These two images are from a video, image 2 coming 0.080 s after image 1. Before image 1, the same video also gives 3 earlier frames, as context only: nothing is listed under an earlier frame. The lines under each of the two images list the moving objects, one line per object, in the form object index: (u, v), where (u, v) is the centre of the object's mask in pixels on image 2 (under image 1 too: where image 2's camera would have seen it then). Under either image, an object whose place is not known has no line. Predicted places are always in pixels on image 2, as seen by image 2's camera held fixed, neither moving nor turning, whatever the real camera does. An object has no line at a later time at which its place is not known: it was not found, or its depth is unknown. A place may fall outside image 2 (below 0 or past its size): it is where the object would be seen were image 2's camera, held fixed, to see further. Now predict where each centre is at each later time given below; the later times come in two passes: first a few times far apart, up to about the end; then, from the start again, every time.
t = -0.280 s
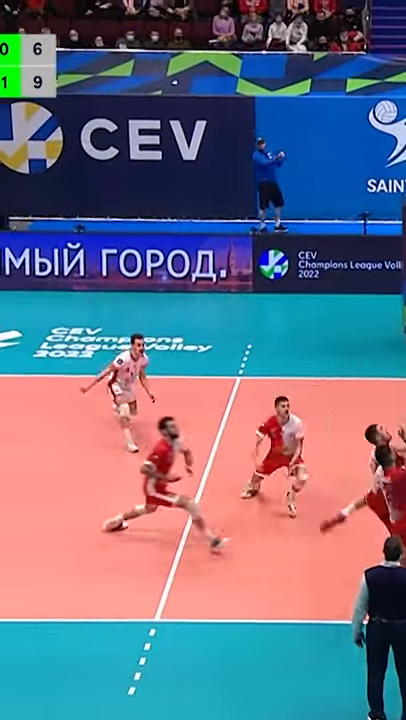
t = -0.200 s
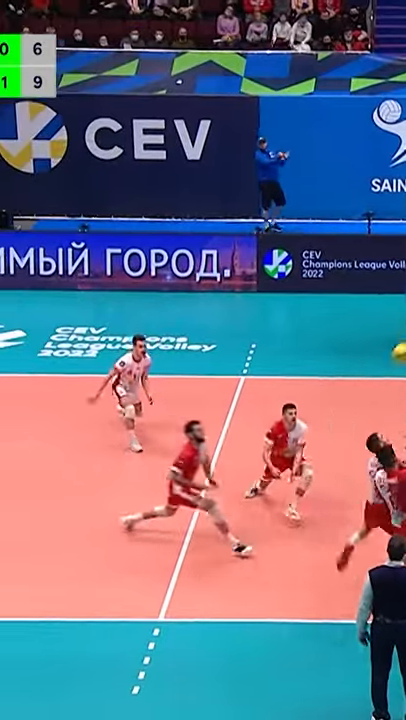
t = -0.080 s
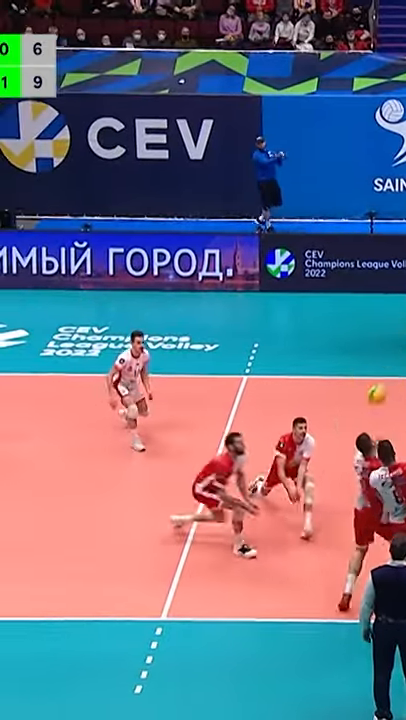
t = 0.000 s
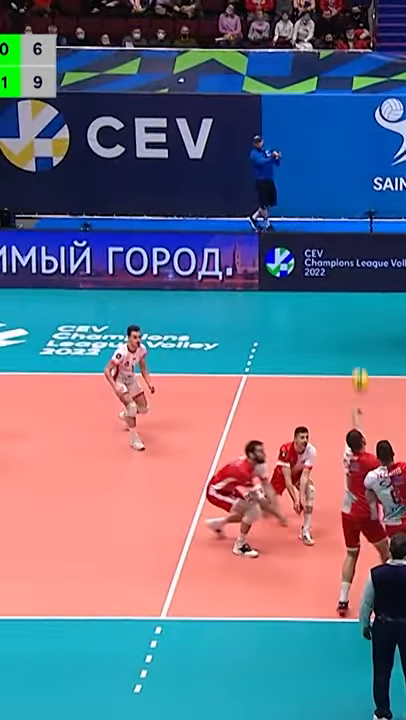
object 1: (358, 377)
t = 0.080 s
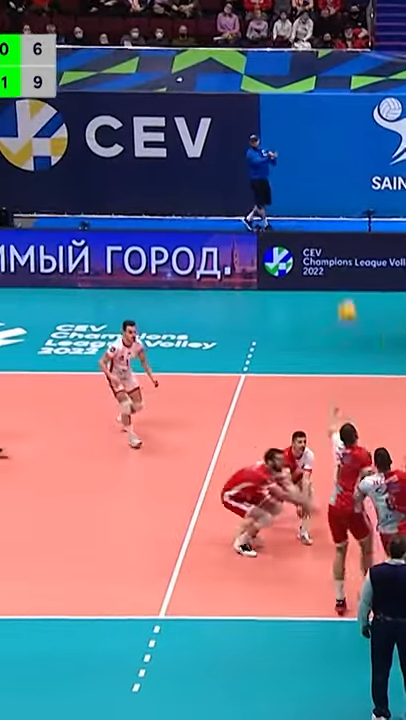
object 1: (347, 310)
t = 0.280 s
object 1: (320, 162)
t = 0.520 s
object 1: (285, 25)
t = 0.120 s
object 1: (342, 279)
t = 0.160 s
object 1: (337, 248)
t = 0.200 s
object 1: (331, 217)
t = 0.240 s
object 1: (324, 191)
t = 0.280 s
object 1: (320, 162)
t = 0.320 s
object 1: (315, 137)
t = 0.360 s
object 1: (309, 111)
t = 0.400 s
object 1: (302, 88)
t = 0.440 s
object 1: (298, 66)
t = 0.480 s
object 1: (294, 45)
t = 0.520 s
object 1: (285, 25)
